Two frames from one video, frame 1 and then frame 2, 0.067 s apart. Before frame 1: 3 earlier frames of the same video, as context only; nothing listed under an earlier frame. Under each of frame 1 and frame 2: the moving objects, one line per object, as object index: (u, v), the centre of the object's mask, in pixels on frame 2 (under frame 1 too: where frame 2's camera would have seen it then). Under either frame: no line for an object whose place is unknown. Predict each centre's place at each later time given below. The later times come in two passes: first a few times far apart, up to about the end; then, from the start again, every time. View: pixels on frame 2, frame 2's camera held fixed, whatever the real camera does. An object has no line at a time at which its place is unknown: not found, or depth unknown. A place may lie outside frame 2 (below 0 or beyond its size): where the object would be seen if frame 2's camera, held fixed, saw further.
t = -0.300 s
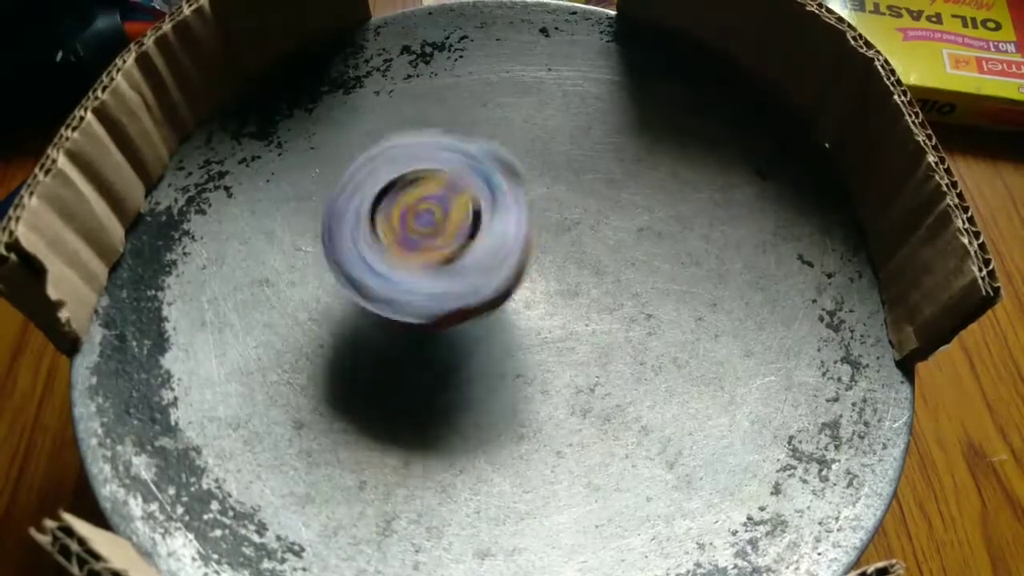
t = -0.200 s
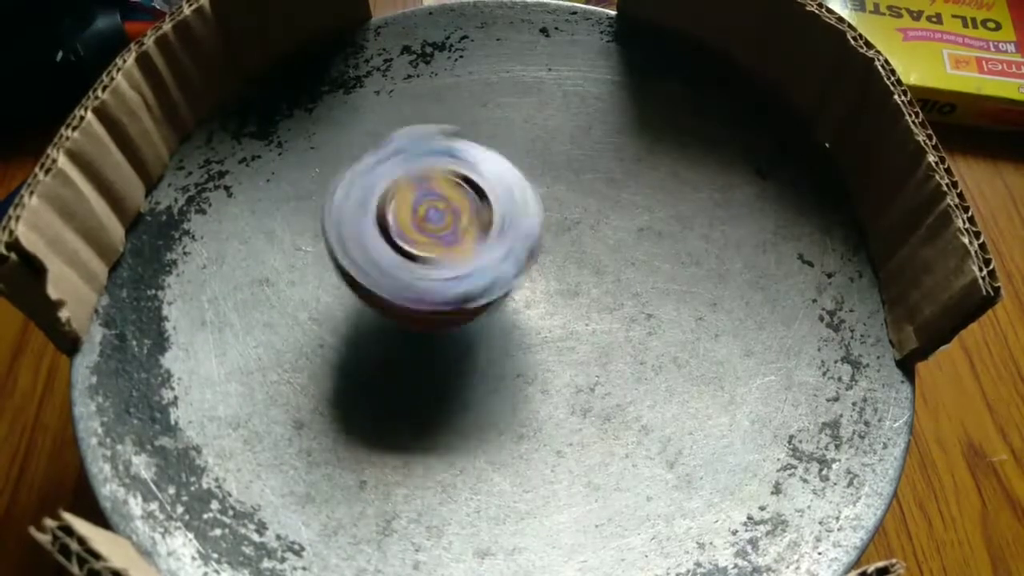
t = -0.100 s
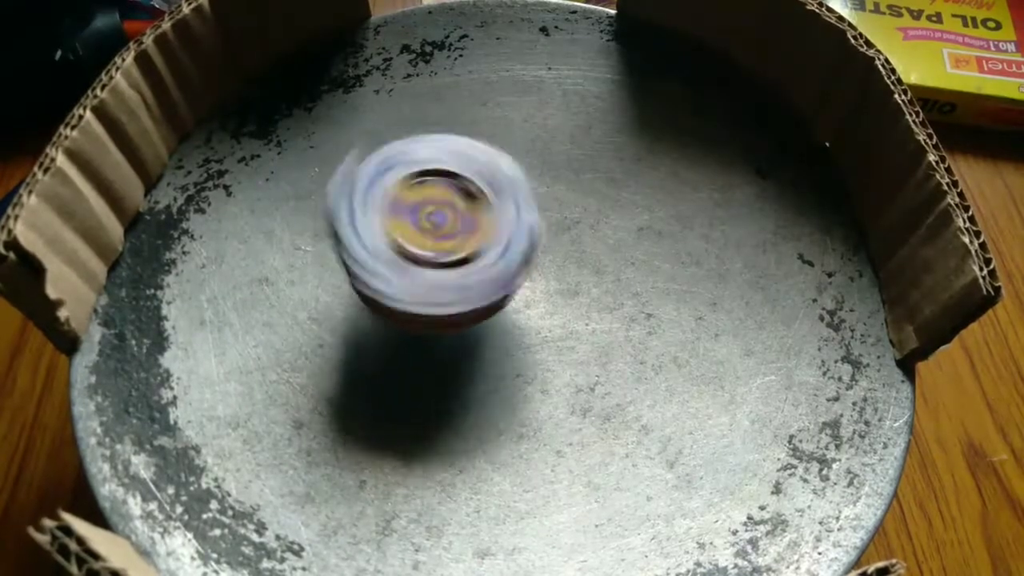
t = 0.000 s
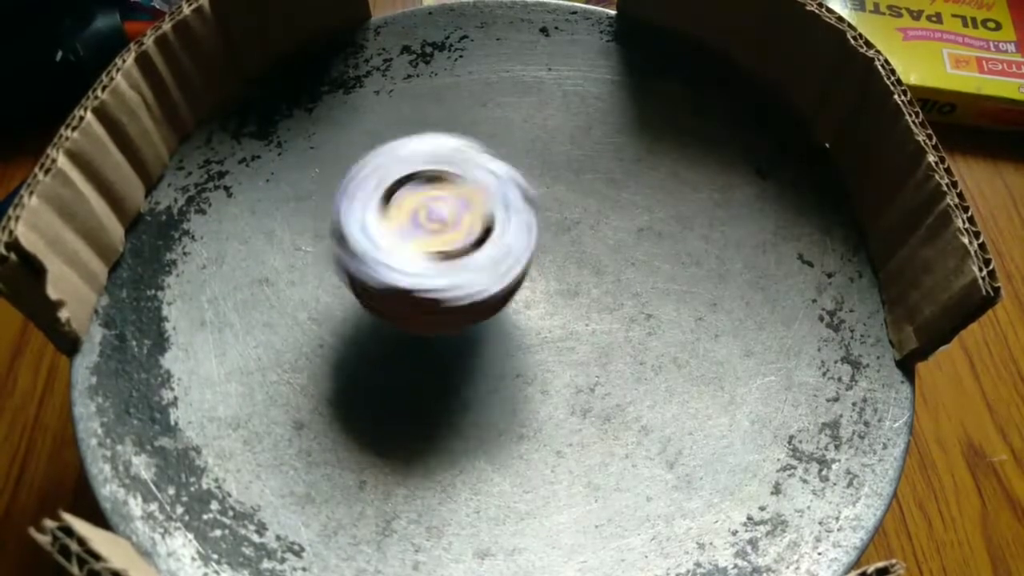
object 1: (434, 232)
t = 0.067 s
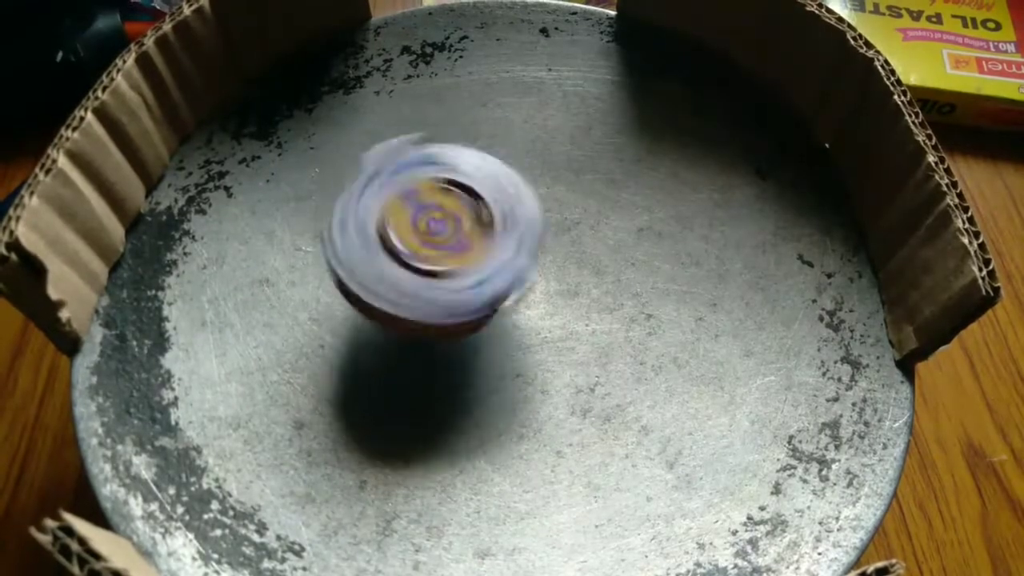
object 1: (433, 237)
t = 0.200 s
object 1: (427, 240)
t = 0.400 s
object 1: (416, 240)
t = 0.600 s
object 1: (392, 235)
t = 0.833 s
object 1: (383, 238)
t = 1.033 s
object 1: (395, 247)
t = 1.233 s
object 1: (420, 229)
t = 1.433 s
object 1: (419, 208)
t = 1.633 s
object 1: (390, 199)
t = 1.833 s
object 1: (391, 226)
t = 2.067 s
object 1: (393, 221)
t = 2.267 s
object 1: (398, 240)
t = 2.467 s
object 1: (410, 263)
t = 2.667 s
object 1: (408, 343)
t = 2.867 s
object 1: (371, 359)
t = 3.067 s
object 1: (422, 323)
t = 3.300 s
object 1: (365, 266)
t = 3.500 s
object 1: (349, 268)
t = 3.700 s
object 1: (416, 284)
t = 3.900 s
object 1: (426, 303)
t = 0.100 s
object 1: (436, 235)
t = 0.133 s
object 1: (437, 236)
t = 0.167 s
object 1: (436, 235)
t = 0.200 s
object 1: (427, 240)
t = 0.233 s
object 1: (428, 241)
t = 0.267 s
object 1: (433, 242)
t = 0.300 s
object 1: (428, 242)
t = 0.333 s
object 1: (426, 238)
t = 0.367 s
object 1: (422, 235)
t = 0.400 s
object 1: (416, 240)
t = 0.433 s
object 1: (412, 242)
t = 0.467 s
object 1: (412, 241)
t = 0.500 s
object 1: (410, 238)
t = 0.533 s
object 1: (404, 234)
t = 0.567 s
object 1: (390, 237)
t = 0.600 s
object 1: (392, 235)
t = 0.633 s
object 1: (396, 235)
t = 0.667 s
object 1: (392, 234)
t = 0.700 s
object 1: (387, 229)
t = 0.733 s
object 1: (382, 228)
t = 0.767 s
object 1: (374, 235)
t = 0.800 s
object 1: (375, 239)
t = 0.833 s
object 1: (383, 238)
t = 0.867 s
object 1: (386, 238)
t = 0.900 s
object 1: (382, 240)
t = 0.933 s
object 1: (379, 243)
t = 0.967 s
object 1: (381, 253)
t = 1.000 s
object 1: (387, 250)
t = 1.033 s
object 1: (395, 247)
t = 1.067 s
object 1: (395, 242)
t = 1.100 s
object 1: (390, 241)
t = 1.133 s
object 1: (393, 240)
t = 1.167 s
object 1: (401, 241)
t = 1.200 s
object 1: (410, 234)
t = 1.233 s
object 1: (420, 229)
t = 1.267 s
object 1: (420, 224)
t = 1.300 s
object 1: (416, 221)
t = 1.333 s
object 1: (415, 216)
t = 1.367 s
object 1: (417, 218)
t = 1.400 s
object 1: (415, 215)
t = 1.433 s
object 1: (419, 208)
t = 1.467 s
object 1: (417, 206)
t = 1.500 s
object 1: (410, 200)
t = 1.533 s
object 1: (402, 197)
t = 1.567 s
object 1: (387, 198)
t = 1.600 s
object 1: (385, 196)
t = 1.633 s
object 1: (390, 199)
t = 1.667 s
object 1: (388, 201)
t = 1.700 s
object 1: (388, 200)
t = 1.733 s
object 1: (386, 205)
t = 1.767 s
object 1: (378, 213)
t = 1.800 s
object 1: (385, 221)
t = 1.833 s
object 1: (391, 226)
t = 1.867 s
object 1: (395, 226)
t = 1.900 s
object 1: (400, 225)
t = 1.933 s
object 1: (398, 223)
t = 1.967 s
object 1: (400, 224)
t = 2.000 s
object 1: (399, 224)
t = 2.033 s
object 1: (396, 223)
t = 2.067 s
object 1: (393, 221)
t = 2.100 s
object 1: (390, 226)
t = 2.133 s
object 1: (386, 228)
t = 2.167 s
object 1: (386, 237)
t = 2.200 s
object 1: (386, 243)
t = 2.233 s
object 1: (397, 250)
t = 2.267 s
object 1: (398, 240)
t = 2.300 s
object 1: (399, 237)
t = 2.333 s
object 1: (407, 243)
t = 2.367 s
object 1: (411, 244)
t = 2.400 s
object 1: (413, 249)
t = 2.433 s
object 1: (410, 256)
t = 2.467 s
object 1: (410, 263)
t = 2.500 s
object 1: (417, 275)
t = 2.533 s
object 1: (423, 287)
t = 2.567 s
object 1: (426, 302)
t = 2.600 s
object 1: (424, 319)
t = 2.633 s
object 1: (418, 332)
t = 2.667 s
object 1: (408, 343)
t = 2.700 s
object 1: (396, 352)
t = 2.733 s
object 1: (383, 357)
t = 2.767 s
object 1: (374, 359)
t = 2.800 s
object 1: (368, 359)
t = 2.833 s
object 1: (367, 359)
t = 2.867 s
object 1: (371, 359)
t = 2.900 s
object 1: (377, 358)
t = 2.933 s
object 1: (387, 355)
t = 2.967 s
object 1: (398, 350)
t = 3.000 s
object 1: (408, 342)
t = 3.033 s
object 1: (417, 332)
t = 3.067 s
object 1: (422, 323)
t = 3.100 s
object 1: (425, 311)
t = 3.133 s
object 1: (425, 299)
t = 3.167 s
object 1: (419, 288)
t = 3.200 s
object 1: (410, 277)
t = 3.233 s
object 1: (397, 270)
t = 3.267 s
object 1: (382, 267)
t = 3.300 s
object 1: (365, 266)
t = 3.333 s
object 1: (351, 267)
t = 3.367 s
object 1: (345, 270)
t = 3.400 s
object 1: (341, 271)
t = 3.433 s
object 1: (340, 271)
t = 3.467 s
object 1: (343, 270)
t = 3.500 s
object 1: (349, 268)
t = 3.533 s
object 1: (358, 268)
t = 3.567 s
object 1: (373, 266)
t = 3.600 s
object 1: (387, 268)
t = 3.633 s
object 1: (399, 272)
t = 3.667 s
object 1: (408, 278)
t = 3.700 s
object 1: (416, 284)
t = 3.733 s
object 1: (421, 290)
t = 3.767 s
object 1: (424, 297)
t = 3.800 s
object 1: (425, 301)
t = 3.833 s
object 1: (426, 303)
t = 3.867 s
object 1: (426, 304)
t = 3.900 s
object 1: (426, 303)
